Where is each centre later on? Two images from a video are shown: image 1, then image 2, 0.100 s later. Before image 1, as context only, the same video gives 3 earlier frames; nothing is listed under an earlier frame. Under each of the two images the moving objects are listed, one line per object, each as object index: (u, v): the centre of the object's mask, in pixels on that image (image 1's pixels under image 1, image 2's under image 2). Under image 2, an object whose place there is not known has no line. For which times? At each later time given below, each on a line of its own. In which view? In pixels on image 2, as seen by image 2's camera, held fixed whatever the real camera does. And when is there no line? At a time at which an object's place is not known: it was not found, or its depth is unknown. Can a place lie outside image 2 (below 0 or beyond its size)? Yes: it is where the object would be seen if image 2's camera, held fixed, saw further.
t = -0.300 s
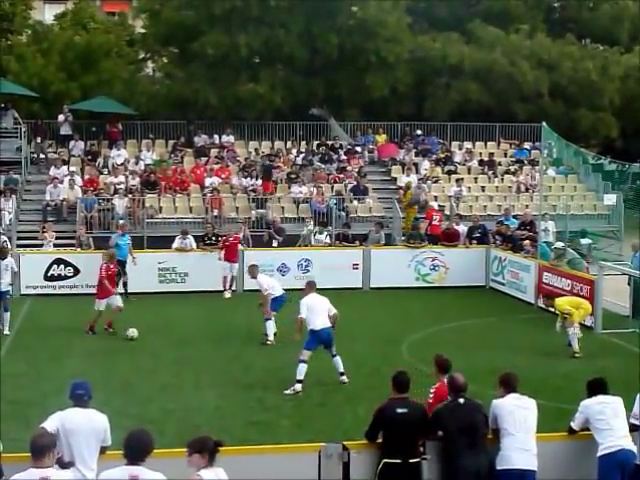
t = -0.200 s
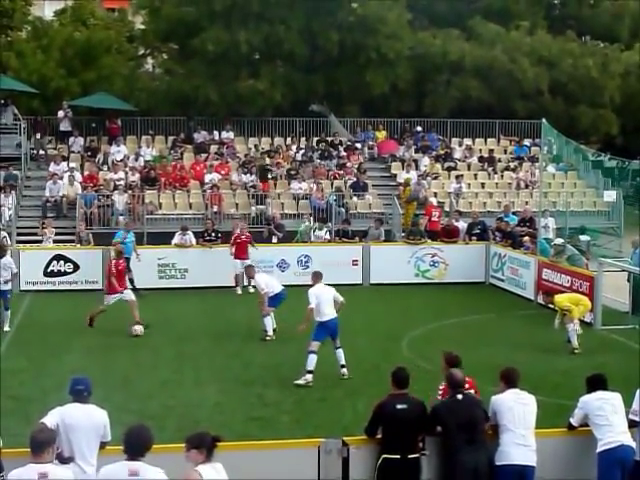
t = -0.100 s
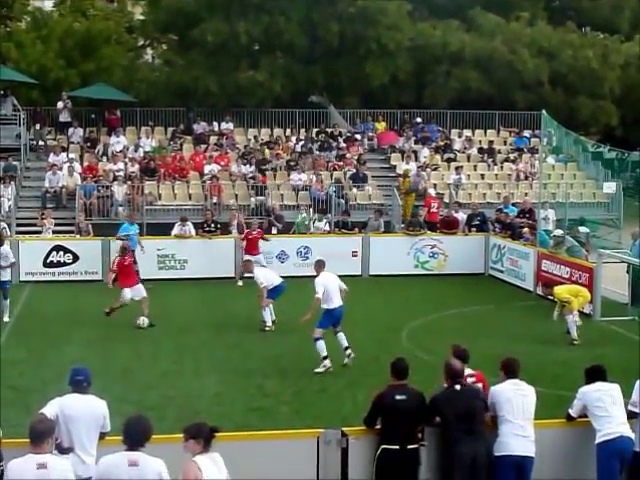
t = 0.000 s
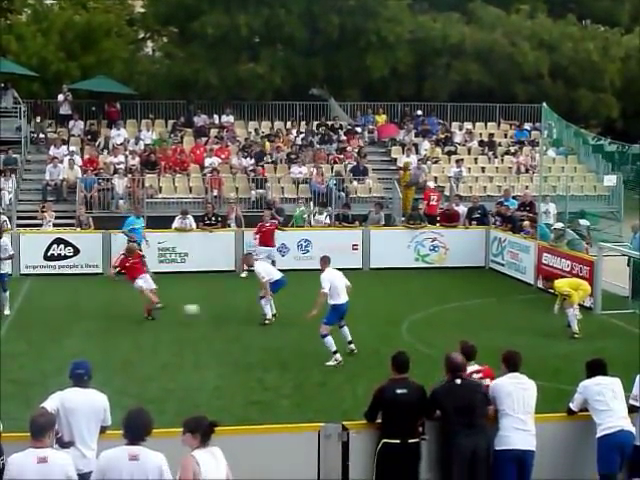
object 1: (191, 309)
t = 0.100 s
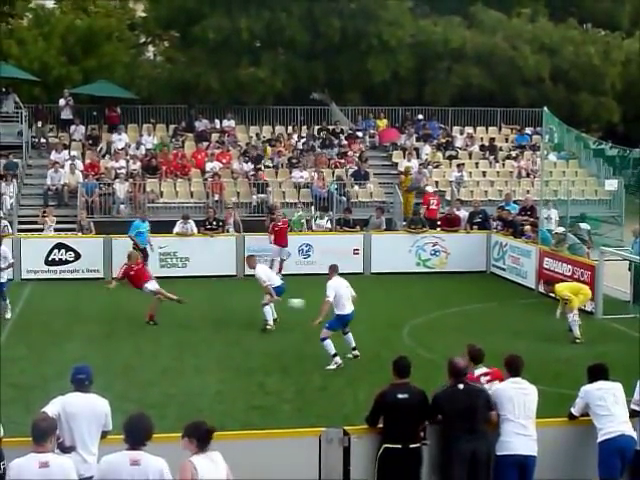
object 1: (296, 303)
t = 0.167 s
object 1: (367, 299)
